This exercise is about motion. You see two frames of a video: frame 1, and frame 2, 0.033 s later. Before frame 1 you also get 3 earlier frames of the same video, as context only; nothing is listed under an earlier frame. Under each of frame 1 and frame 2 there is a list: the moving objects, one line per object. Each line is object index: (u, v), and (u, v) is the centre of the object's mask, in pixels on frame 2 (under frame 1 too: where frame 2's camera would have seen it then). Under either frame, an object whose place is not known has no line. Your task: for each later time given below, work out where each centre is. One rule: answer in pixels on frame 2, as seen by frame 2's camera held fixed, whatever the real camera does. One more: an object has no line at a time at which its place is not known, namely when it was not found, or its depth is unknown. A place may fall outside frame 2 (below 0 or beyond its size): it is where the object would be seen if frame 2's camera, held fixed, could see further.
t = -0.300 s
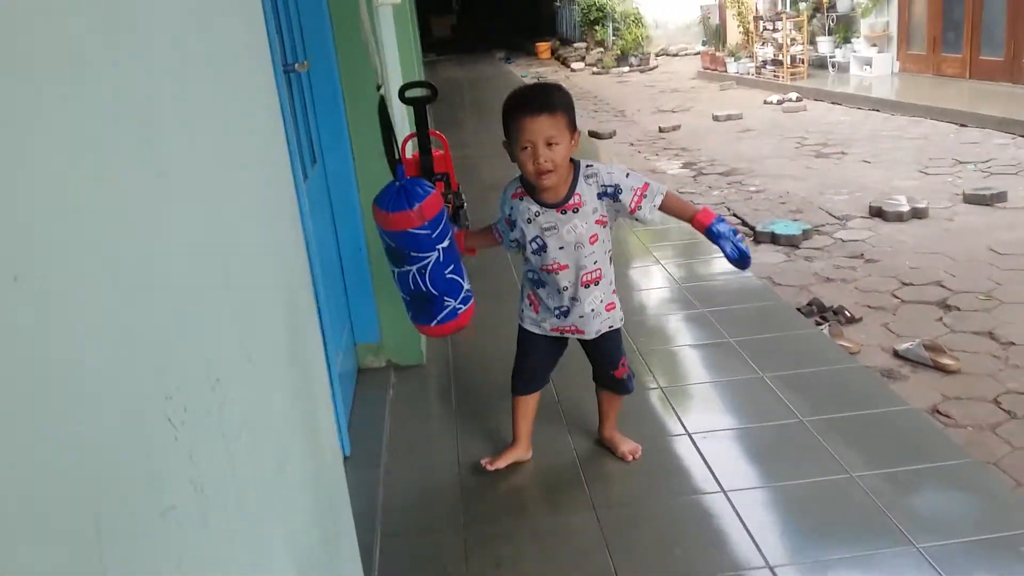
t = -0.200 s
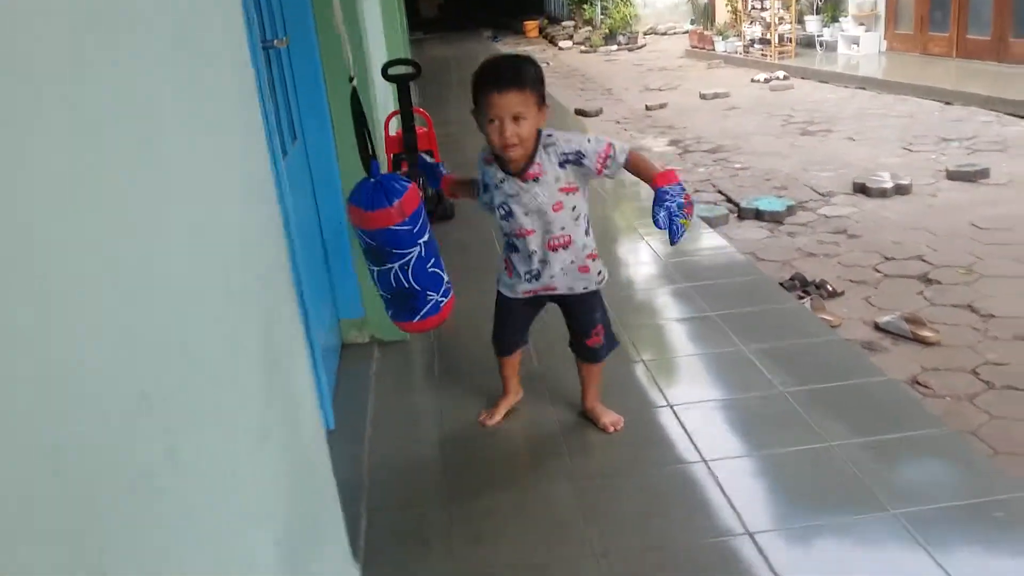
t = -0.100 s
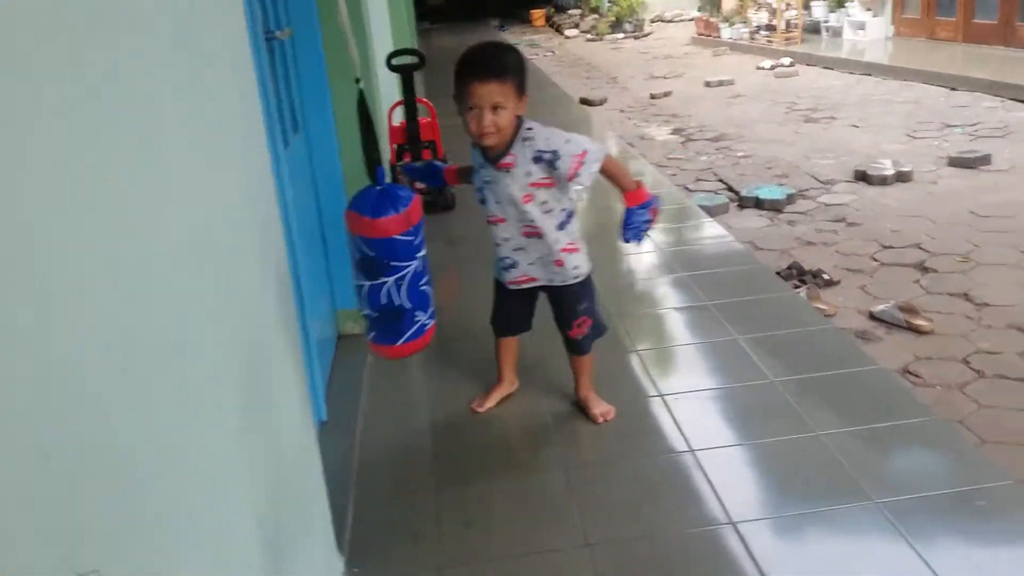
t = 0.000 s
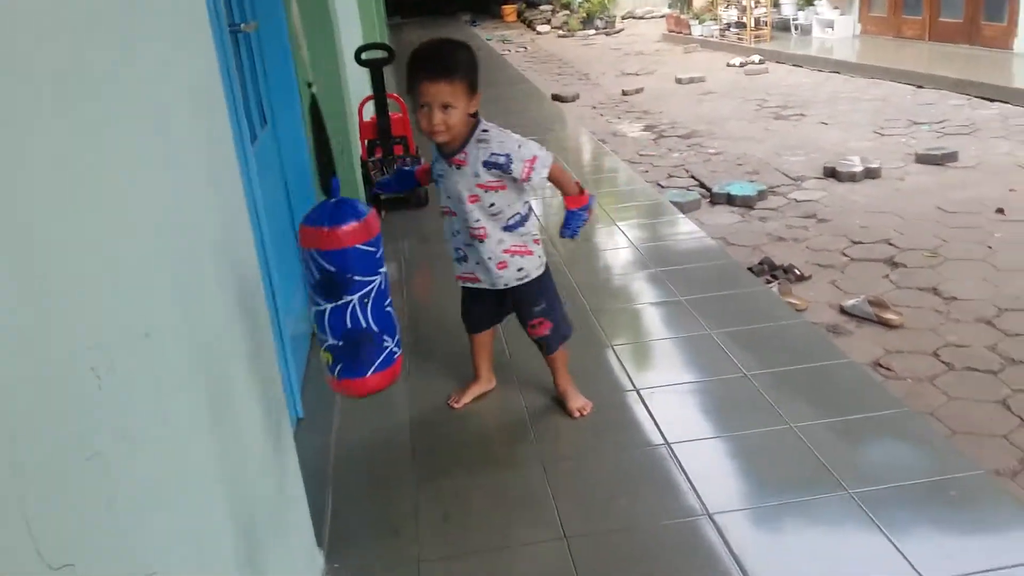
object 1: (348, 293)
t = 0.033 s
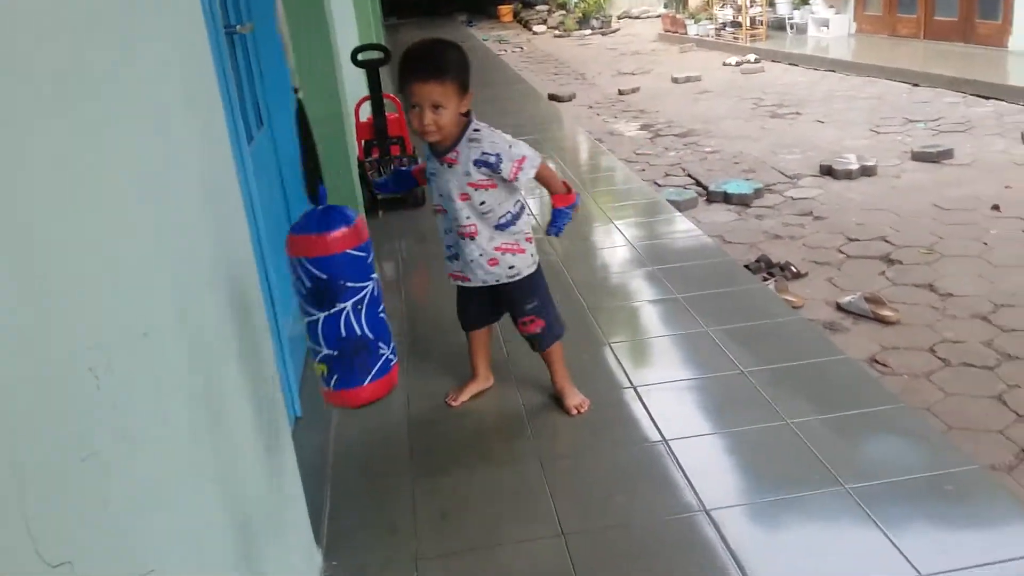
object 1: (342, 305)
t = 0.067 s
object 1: (337, 313)
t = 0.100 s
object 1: (331, 324)
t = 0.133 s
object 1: (324, 334)
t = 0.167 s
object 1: (317, 342)
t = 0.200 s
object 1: (311, 350)
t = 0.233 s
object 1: (303, 355)
